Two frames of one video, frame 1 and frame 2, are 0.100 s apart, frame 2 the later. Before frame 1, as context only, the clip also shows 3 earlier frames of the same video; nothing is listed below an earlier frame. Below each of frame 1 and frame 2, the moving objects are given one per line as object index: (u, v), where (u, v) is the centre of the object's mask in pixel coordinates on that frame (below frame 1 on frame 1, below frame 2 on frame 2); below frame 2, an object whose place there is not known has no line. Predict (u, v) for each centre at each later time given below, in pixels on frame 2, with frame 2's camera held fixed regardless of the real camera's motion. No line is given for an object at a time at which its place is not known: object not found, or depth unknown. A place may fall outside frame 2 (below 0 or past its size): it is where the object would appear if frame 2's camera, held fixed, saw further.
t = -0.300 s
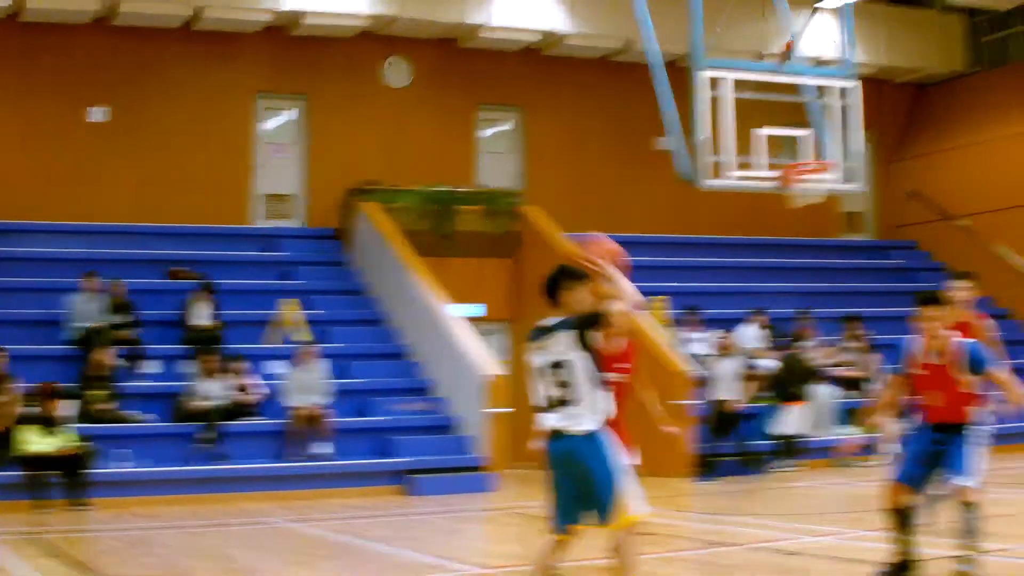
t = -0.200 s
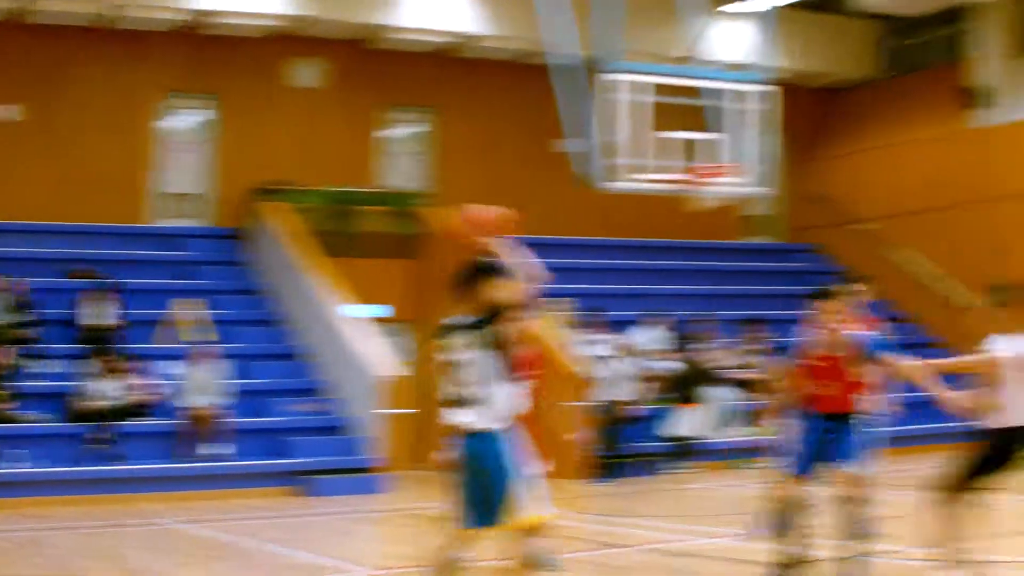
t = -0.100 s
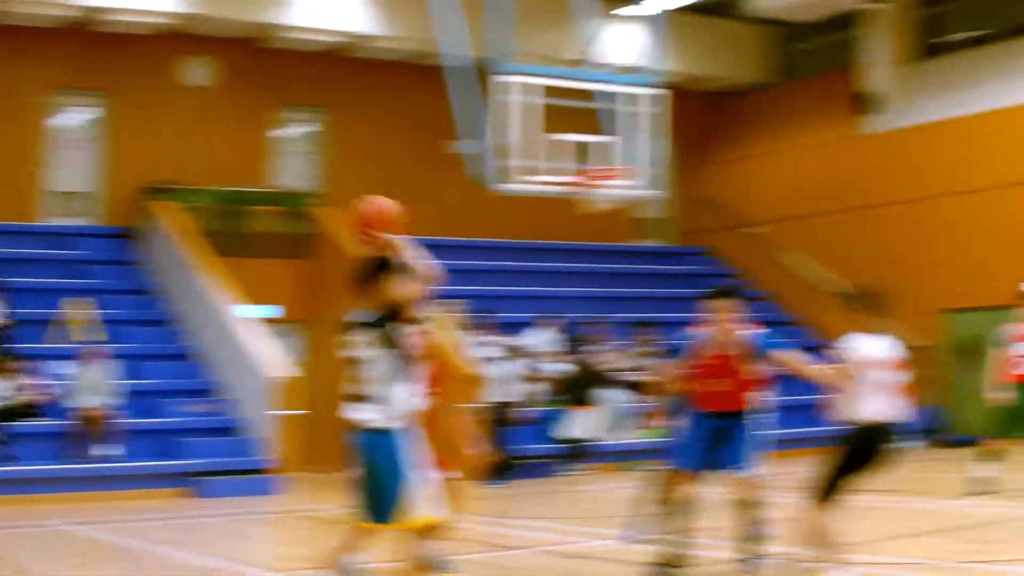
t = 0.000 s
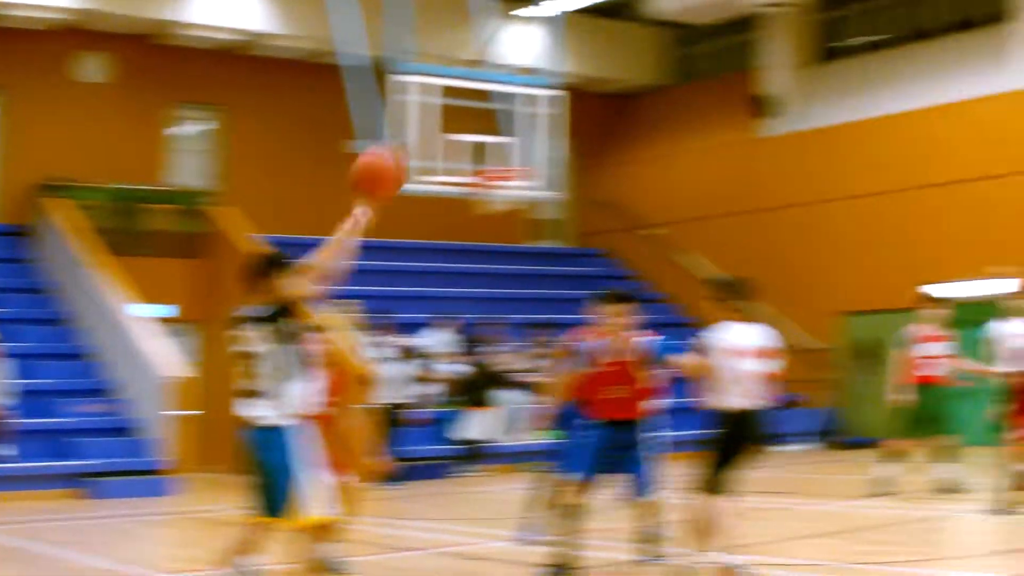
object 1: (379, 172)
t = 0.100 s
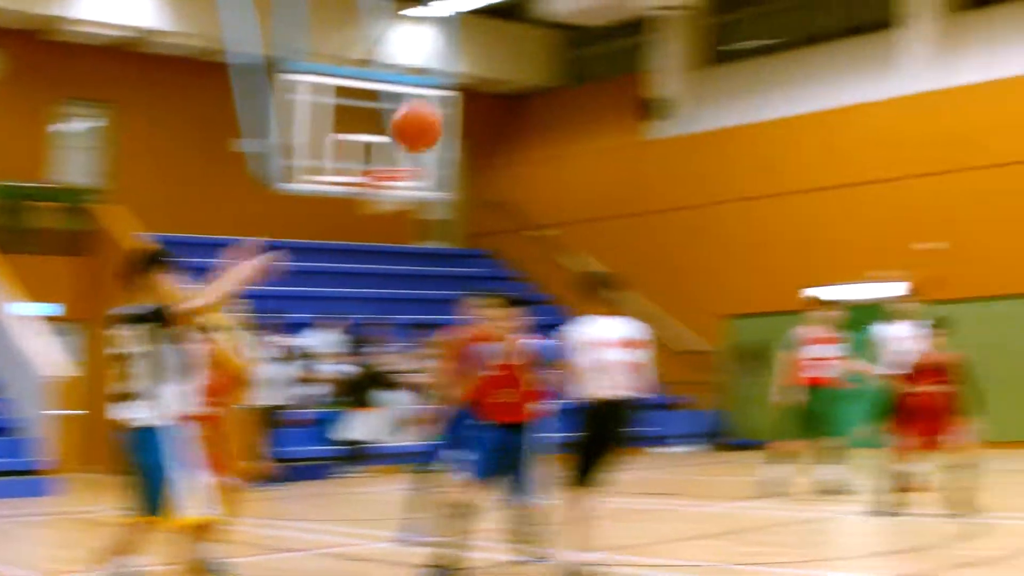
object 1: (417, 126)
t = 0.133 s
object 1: (465, 117)
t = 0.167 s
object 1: (511, 110)
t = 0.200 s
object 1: (559, 107)
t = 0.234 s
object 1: (600, 103)
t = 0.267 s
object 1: (639, 99)
